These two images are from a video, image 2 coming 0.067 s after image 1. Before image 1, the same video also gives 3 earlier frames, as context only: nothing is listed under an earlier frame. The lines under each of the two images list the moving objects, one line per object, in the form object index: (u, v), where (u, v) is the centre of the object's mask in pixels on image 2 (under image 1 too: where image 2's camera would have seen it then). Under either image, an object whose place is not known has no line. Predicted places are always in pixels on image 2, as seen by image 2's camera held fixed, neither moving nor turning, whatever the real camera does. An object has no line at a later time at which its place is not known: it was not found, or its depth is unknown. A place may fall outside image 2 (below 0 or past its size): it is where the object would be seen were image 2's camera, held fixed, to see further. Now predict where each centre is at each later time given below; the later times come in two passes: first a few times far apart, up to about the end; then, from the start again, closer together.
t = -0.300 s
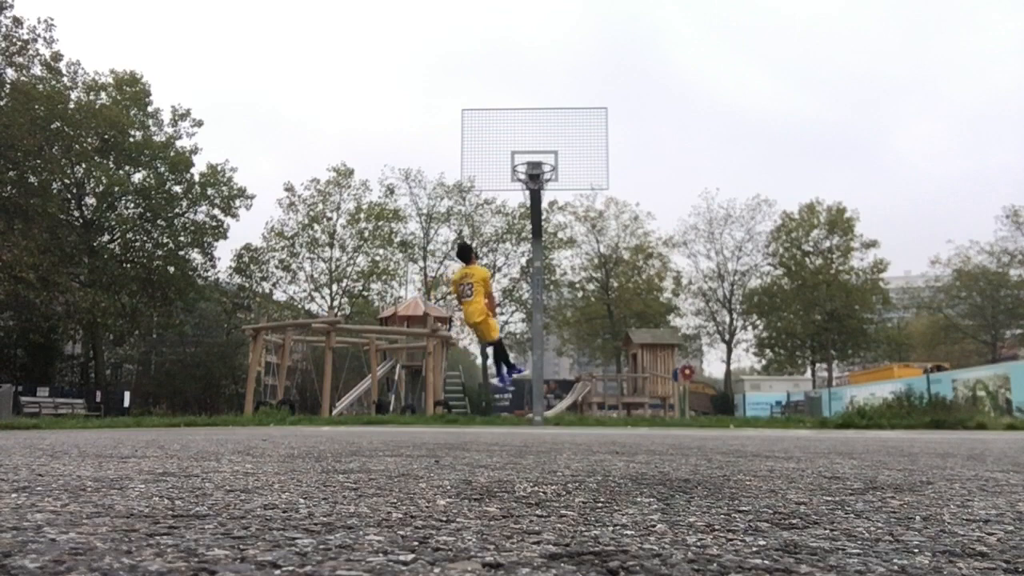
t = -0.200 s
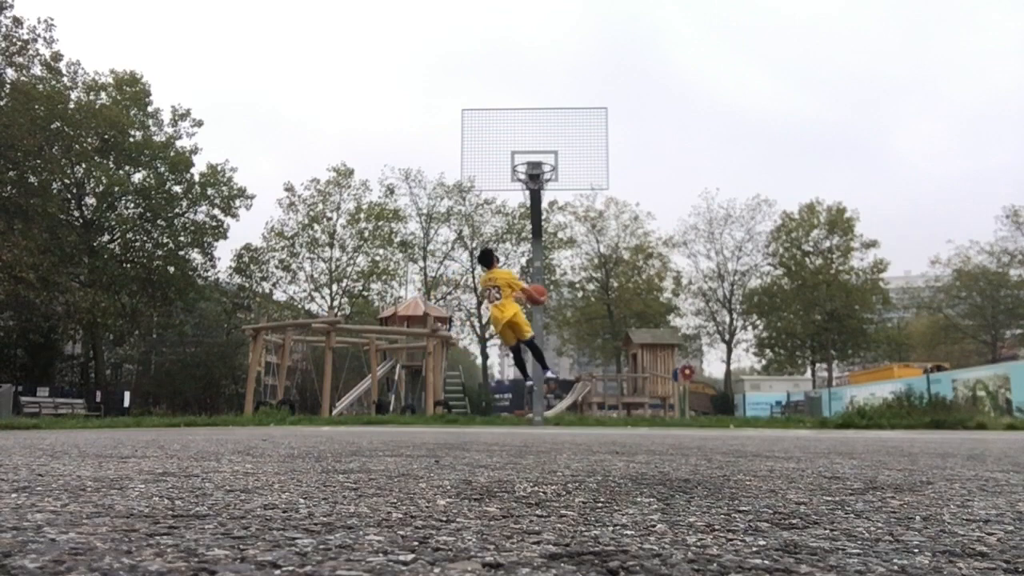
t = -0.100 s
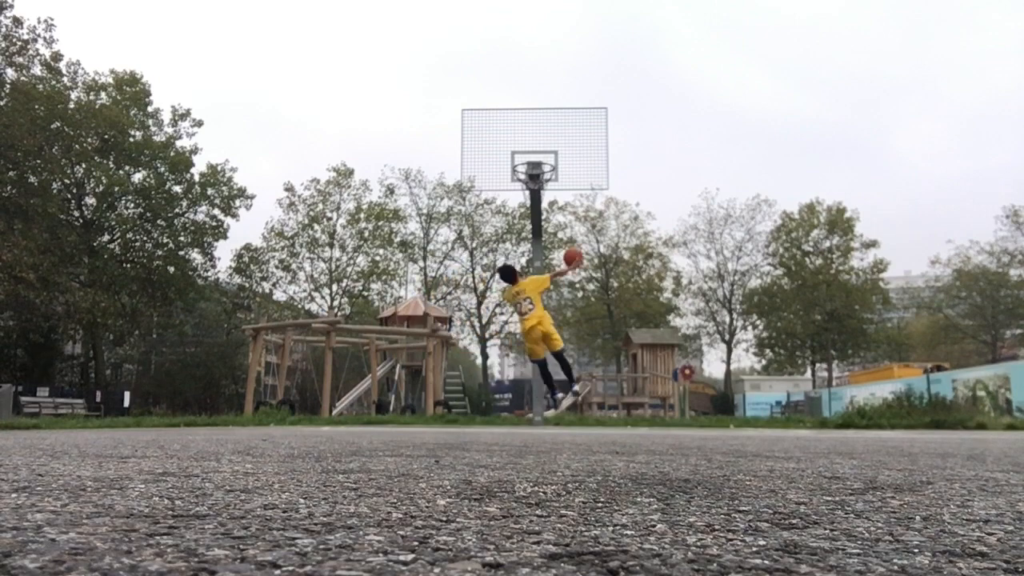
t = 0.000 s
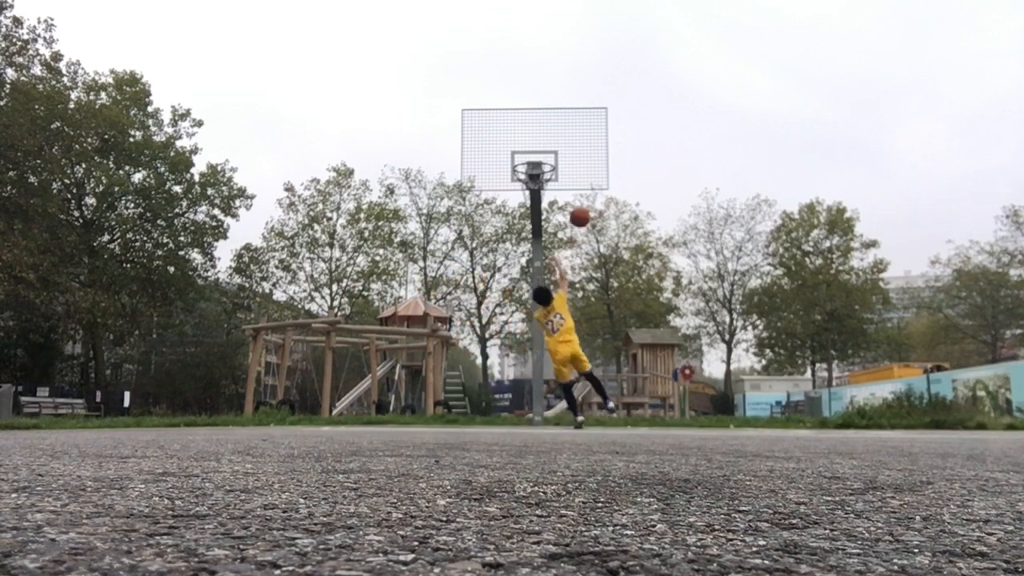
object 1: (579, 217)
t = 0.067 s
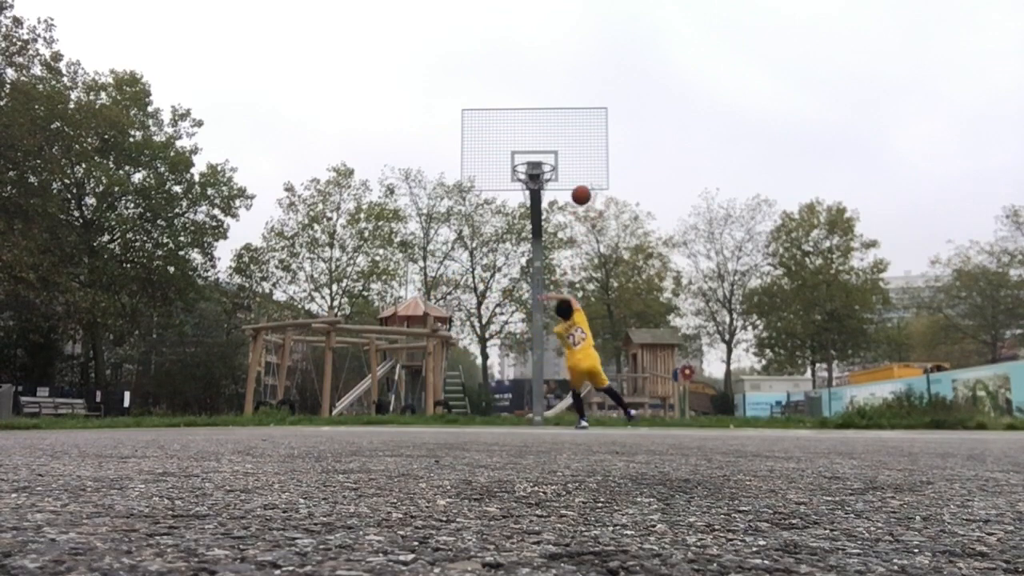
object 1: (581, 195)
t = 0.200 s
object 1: (585, 163)
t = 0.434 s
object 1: (585, 144)
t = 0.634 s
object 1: (571, 162)
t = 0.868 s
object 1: (553, 224)
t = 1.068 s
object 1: (538, 314)
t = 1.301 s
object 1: (526, 389)
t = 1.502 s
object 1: (536, 314)
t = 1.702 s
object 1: (547, 274)
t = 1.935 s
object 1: (559, 271)
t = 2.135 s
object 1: (571, 307)
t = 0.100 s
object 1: (582, 185)
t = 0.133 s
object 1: (583, 177)
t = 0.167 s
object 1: (584, 169)
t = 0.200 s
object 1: (585, 163)
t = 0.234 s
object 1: (586, 157)
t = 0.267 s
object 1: (587, 153)
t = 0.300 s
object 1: (588, 149)
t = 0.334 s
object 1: (588, 146)
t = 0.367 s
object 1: (589, 144)
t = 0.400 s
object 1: (588, 144)
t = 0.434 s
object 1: (585, 144)
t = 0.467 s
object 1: (583, 144)
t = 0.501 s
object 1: (580, 146)
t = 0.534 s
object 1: (578, 149)
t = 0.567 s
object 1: (575, 152)
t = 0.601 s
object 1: (573, 156)
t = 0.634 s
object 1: (571, 162)
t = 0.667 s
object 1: (568, 168)
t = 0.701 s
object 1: (565, 175)
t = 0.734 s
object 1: (563, 182)
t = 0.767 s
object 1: (561, 191)
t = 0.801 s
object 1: (558, 201)
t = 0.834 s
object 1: (555, 211)
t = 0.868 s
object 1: (553, 224)
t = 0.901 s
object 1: (550, 236)
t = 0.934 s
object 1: (548, 249)
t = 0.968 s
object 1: (545, 264)
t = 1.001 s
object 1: (542, 279)
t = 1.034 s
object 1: (540, 296)
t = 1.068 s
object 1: (538, 314)
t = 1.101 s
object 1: (535, 332)
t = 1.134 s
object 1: (531, 352)
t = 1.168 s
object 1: (528, 373)
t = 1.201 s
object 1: (525, 395)
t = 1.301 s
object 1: (526, 389)
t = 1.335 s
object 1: (527, 374)
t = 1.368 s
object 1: (529, 360)
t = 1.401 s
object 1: (530, 347)
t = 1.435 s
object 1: (533, 334)
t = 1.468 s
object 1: (534, 323)
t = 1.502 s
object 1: (536, 314)
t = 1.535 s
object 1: (538, 304)
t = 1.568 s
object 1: (540, 296)
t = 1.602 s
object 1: (542, 289)
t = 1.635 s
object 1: (543, 283)
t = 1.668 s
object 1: (545, 278)
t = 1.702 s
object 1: (547, 274)
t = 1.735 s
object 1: (549, 270)
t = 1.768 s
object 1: (550, 268)
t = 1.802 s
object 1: (553, 267)
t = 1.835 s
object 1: (554, 266)
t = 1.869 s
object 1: (555, 267)
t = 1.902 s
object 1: (557, 268)
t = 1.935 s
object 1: (559, 271)
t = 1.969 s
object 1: (561, 275)
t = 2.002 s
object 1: (563, 279)
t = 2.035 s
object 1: (565, 284)
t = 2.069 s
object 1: (567, 291)
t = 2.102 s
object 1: (569, 298)
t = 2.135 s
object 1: (571, 307)
